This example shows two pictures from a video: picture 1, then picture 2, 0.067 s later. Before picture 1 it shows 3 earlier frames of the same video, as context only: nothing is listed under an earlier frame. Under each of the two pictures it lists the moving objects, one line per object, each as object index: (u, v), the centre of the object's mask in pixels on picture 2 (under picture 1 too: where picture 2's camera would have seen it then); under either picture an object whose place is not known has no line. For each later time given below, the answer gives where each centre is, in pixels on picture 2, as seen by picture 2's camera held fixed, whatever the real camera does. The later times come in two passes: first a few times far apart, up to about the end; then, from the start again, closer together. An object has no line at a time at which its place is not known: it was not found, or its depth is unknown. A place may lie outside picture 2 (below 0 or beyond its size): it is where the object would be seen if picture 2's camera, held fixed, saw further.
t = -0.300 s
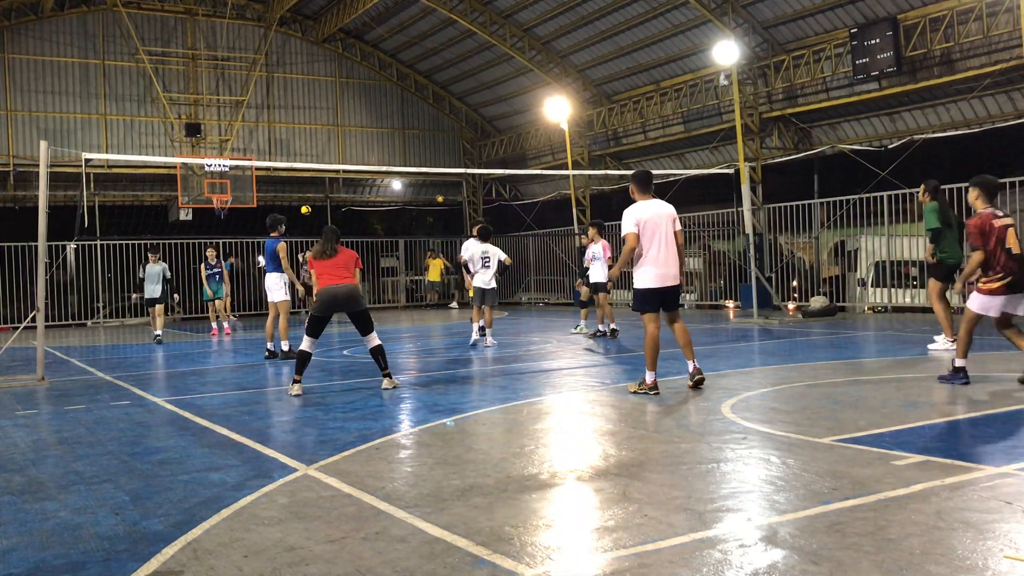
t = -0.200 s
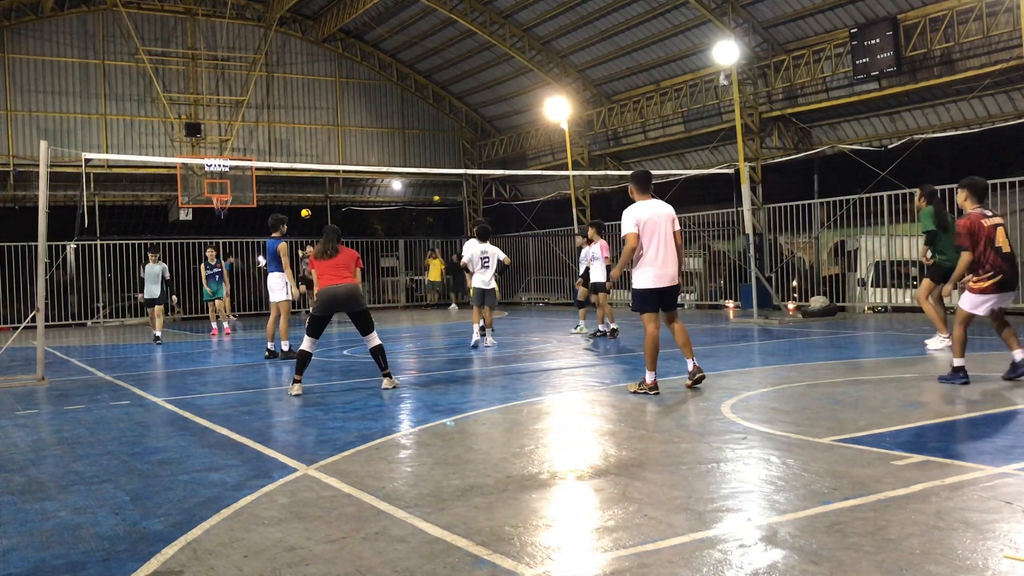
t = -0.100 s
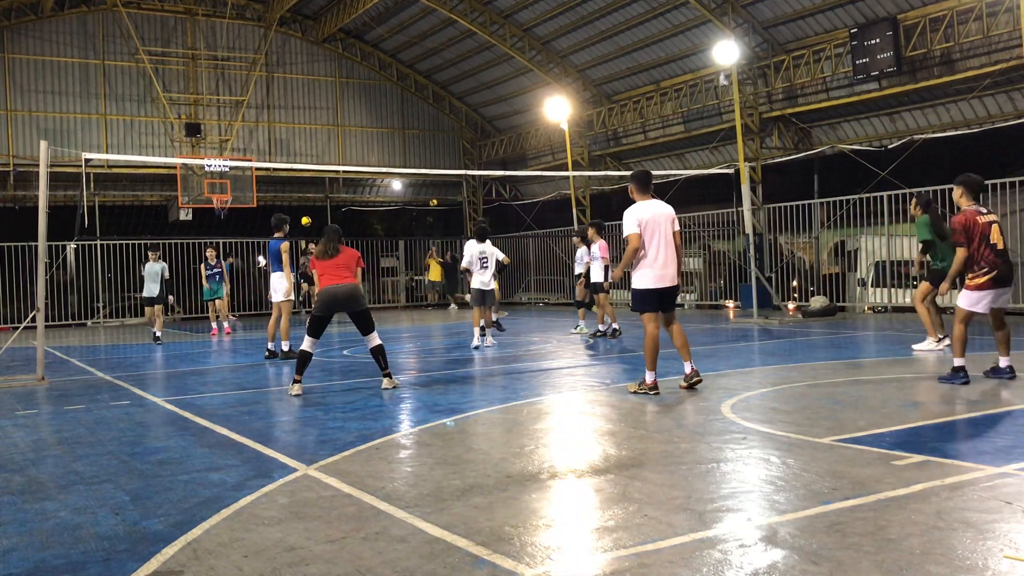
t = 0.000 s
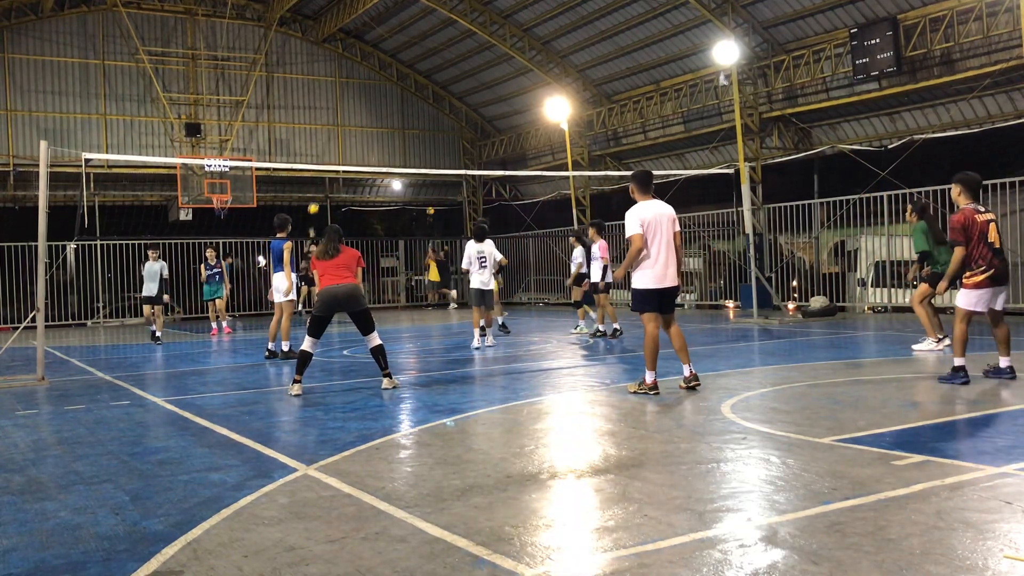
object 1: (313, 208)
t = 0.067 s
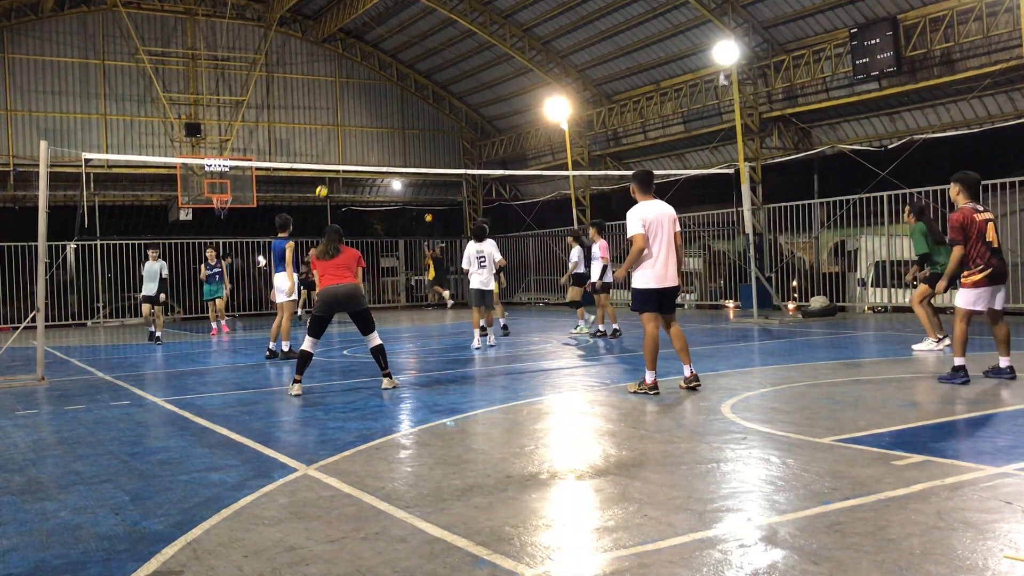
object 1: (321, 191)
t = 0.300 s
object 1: (352, 139)
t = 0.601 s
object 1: (406, 97)
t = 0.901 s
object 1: (496, 117)
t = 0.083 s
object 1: (324, 188)
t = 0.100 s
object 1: (325, 184)
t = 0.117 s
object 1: (327, 180)
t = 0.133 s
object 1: (329, 176)
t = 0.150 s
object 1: (331, 173)
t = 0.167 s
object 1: (334, 167)
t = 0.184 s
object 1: (336, 161)
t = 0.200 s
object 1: (338, 159)
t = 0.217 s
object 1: (341, 156)
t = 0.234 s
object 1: (343, 153)
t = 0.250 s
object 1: (345, 149)
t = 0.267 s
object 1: (347, 145)
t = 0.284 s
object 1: (349, 142)
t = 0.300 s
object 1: (352, 139)
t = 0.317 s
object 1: (354, 136)
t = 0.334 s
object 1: (357, 133)
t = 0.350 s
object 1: (359, 129)
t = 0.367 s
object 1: (361, 126)
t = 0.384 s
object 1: (364, 123)
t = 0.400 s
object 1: (366, 121)
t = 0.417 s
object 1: (370, 118)
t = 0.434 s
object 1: (372, 115)
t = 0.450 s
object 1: (375, 113)
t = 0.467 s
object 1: (379, 111)
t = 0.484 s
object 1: (382, 109)
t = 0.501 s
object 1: (385, 106)
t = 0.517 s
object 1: (388, 104)
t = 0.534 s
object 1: (392, 103)
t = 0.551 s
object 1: (395, 101)
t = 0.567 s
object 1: (399, 100)
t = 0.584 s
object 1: (402, 98)
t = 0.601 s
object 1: (406, 97)
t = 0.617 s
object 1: (410, 96)
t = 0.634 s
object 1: (414, 96)
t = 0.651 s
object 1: (418, 95)
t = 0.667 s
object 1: (422, 95)
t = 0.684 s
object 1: (427, 95)
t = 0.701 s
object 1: (431, 95)
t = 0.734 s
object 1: (440, 95)
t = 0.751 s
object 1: (444, 96)
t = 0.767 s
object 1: (450, 97)
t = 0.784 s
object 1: (455, 98)
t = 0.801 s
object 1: (460, 100)
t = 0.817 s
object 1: (466, 102)
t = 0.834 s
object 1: (471, 104)
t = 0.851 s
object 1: (477, 107)
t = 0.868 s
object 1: (483, 110)
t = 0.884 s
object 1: (489, 113)
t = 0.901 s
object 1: (496, 117)
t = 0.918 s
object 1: (502, 121)
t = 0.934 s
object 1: (508, 125)
